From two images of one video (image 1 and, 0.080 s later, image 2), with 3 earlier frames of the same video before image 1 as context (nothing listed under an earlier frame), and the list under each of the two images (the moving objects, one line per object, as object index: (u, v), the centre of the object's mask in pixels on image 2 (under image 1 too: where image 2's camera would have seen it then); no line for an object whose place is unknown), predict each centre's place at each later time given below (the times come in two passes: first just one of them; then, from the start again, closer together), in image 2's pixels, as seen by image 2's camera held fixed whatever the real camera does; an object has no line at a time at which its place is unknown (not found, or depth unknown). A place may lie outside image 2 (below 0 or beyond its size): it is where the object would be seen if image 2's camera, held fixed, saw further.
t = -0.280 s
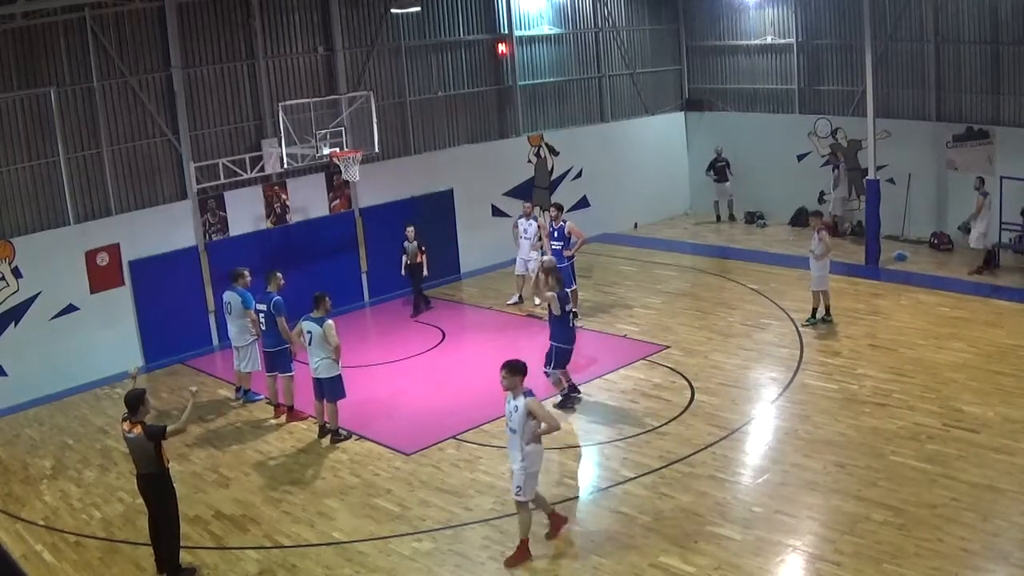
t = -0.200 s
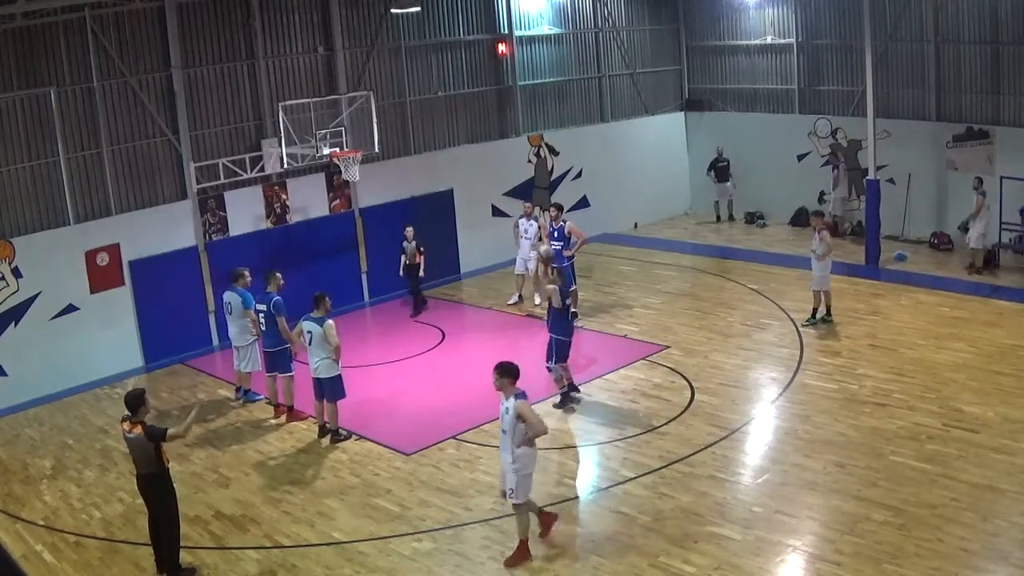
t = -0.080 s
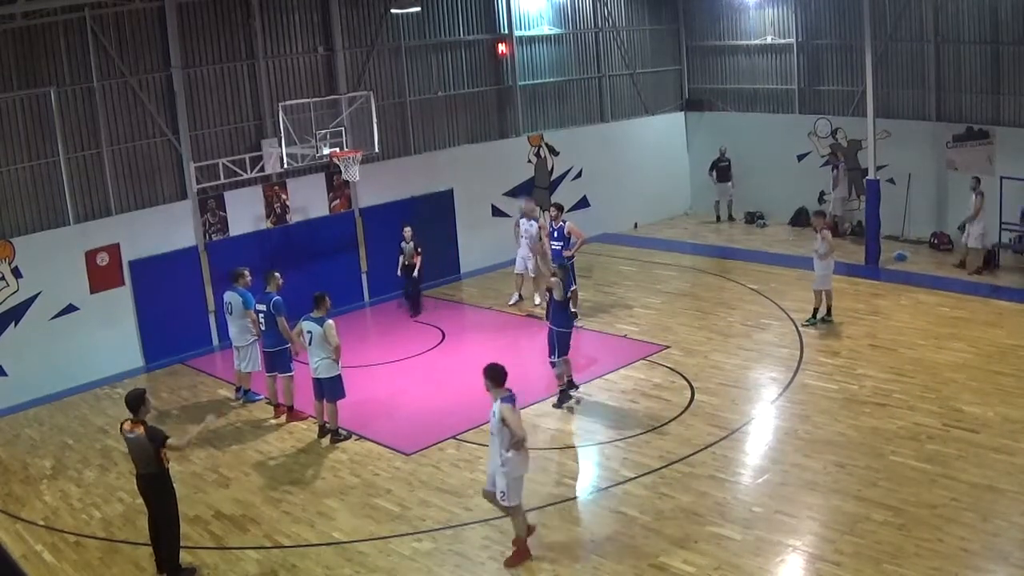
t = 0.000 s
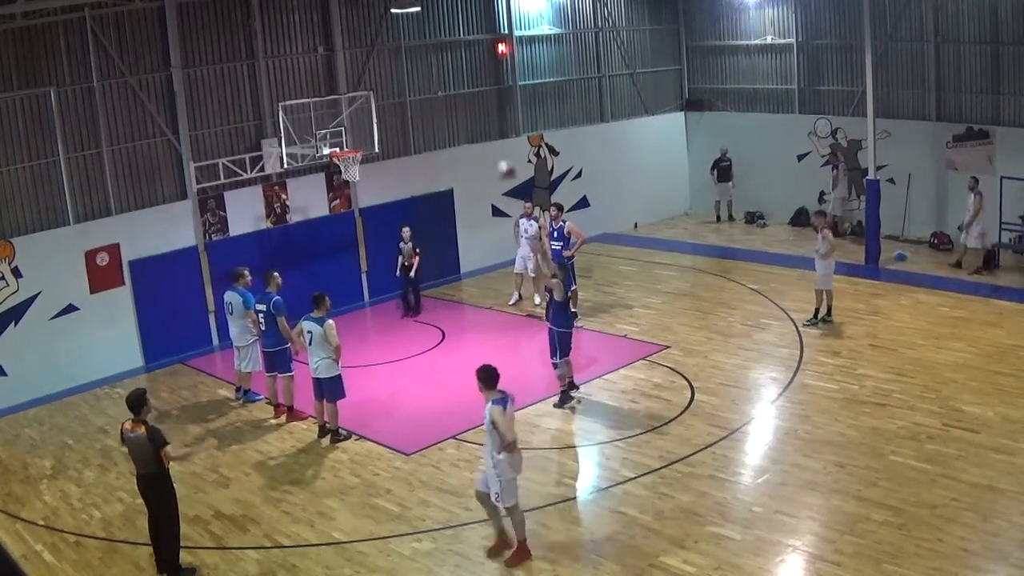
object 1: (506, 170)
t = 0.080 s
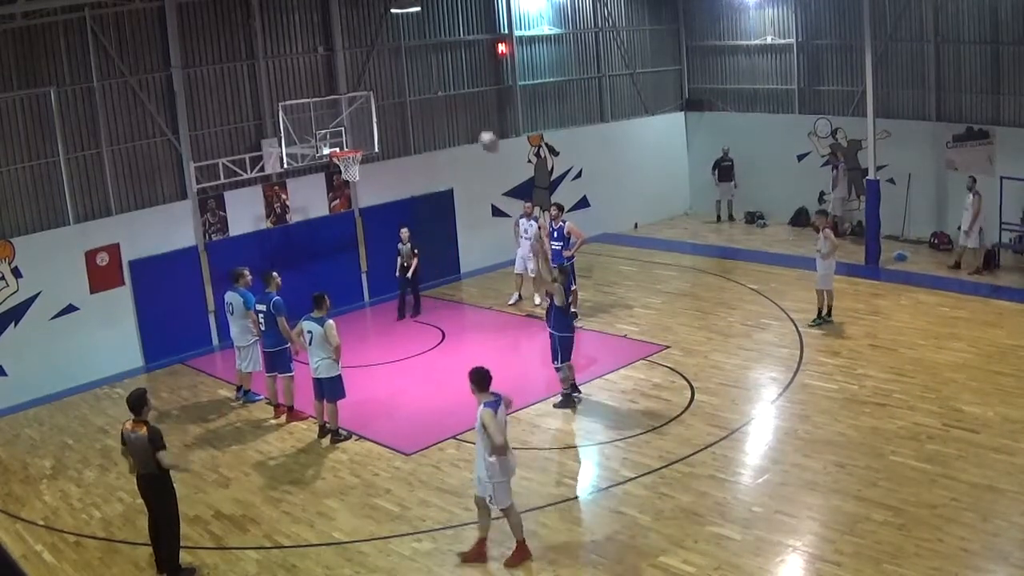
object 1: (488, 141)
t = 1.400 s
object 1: (410, 133)
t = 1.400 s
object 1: (410, 133)
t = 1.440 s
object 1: (415, 137)
